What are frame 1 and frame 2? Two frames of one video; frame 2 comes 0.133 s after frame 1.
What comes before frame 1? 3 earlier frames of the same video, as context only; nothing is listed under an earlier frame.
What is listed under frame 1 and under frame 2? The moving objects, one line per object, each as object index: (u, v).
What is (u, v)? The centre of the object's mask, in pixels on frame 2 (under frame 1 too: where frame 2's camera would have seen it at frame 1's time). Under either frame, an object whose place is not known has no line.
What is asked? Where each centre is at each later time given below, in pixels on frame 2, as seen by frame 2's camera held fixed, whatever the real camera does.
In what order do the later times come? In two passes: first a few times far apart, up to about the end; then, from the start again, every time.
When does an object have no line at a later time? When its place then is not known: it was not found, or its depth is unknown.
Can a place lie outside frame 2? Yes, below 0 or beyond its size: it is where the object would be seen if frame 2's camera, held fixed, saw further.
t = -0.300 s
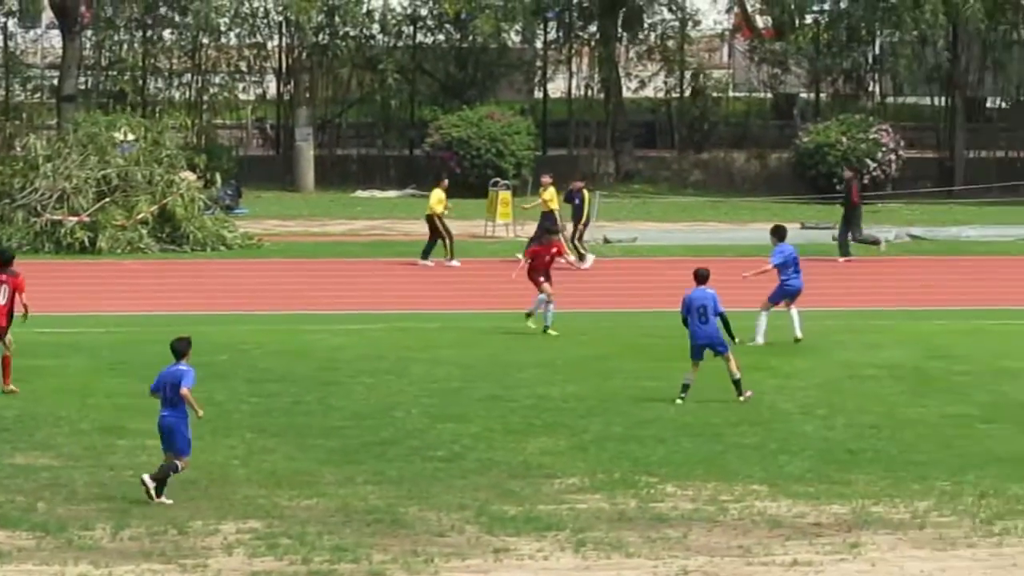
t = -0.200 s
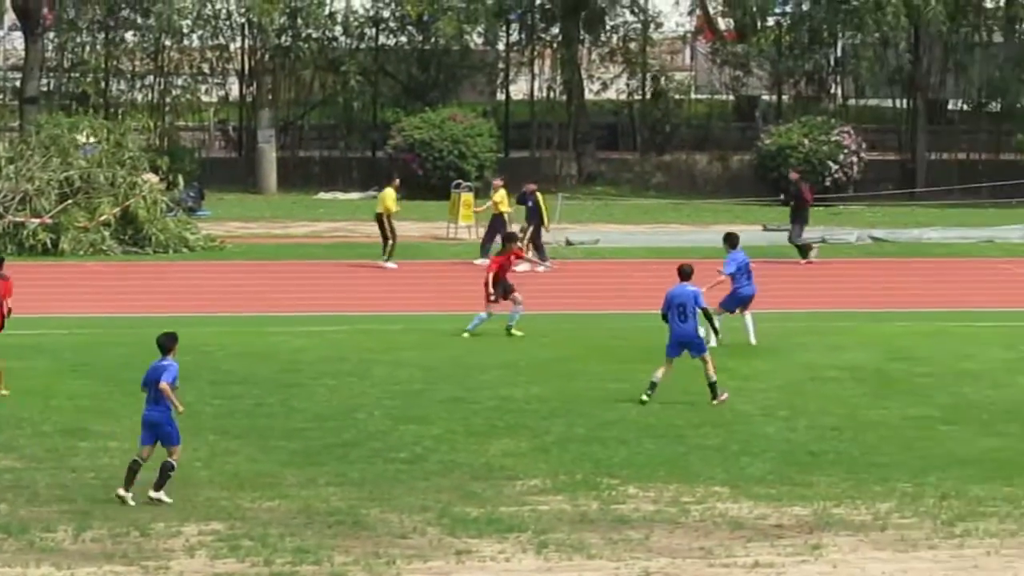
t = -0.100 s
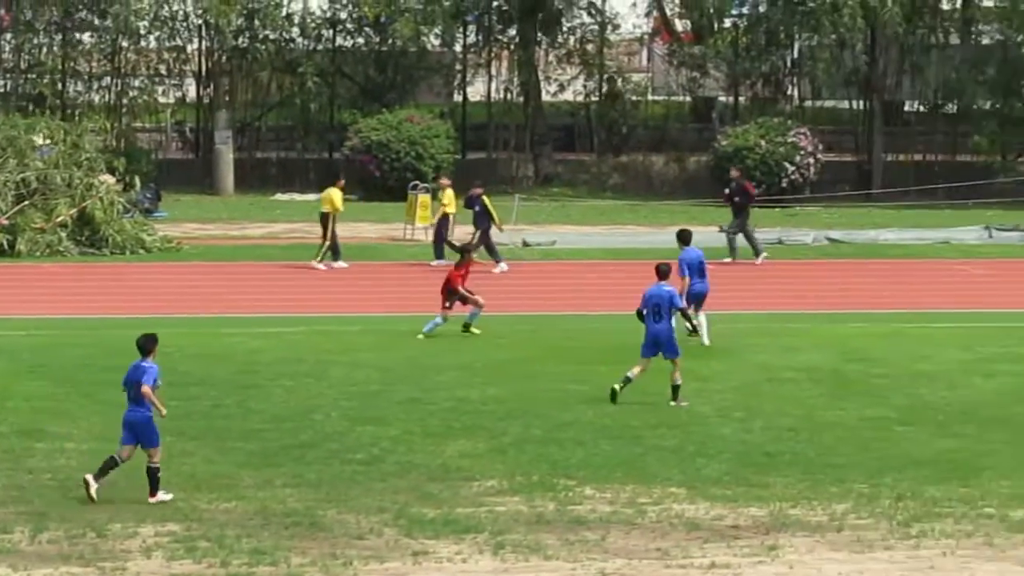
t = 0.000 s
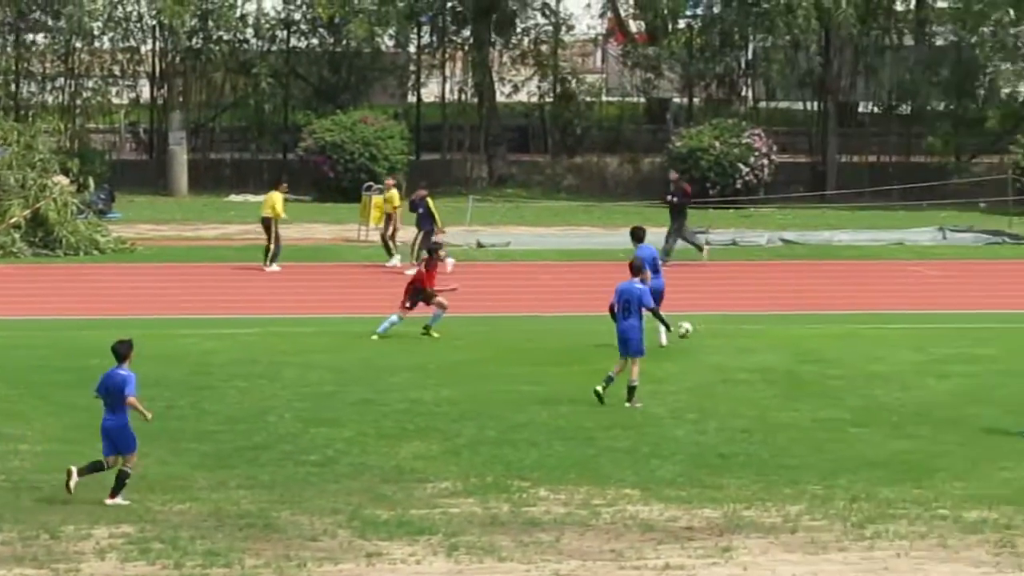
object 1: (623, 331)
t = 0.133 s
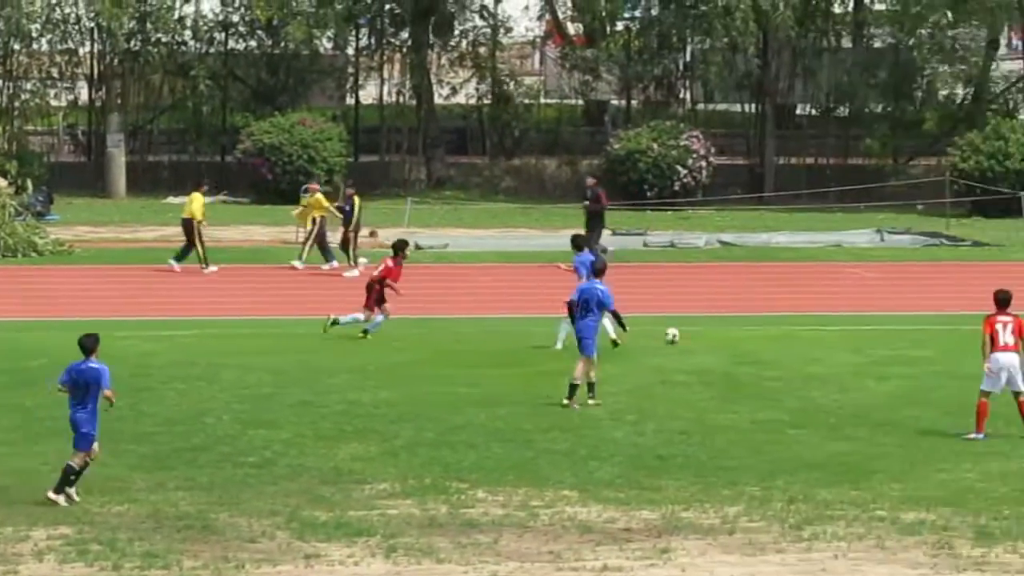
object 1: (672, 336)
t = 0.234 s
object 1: (706, 335)
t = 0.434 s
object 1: (773, 337)
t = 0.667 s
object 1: (846, 339)
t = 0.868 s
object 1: (912, 341)
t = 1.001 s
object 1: (952, 342)
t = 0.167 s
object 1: (683, 335)
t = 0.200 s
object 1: (695, 335)
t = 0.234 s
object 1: (706, 335)
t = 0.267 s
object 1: (718, 336)
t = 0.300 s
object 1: (729, 337)
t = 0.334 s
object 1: (741, 337)
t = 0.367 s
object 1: (752, 337)
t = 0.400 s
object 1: (762, 337)
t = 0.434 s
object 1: (773, 337)
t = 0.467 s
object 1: (784, 338)
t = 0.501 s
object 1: (793, 337)
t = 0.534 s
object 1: (805, 338)
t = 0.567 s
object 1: (814, 338)
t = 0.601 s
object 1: (825, 338)
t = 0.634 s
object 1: (836, 339)
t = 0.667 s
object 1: (846, 339)
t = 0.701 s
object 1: (857, 339)
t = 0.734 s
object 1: (868, 339)
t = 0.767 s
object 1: (880, 340)
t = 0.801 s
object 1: (890, 340)
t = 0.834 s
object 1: (900, 341)
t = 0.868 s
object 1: (912, 341)
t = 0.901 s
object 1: (921, 341)
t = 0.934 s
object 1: (932, 341)
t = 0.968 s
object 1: (942, 342)
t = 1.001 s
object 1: (952, 342)
